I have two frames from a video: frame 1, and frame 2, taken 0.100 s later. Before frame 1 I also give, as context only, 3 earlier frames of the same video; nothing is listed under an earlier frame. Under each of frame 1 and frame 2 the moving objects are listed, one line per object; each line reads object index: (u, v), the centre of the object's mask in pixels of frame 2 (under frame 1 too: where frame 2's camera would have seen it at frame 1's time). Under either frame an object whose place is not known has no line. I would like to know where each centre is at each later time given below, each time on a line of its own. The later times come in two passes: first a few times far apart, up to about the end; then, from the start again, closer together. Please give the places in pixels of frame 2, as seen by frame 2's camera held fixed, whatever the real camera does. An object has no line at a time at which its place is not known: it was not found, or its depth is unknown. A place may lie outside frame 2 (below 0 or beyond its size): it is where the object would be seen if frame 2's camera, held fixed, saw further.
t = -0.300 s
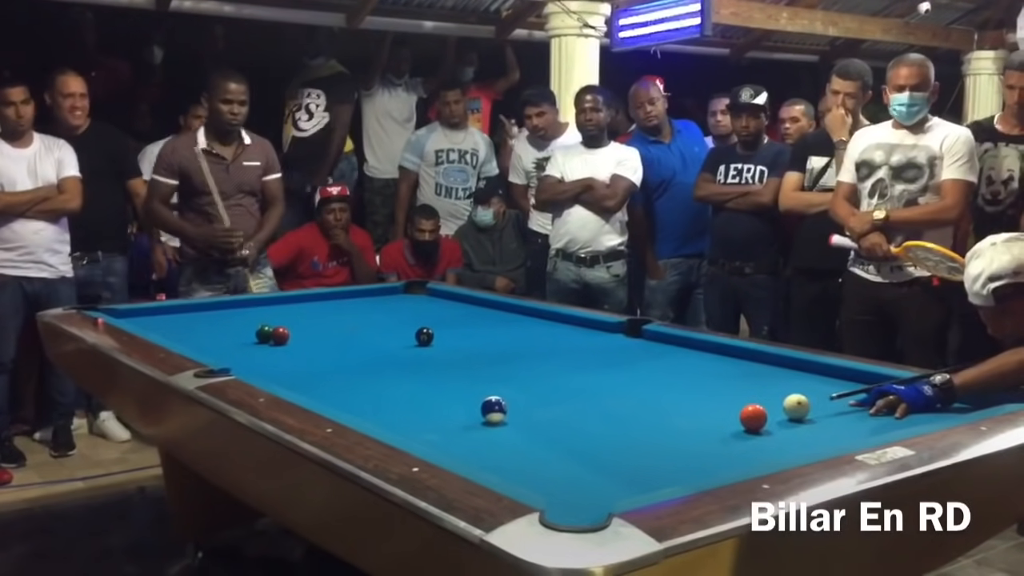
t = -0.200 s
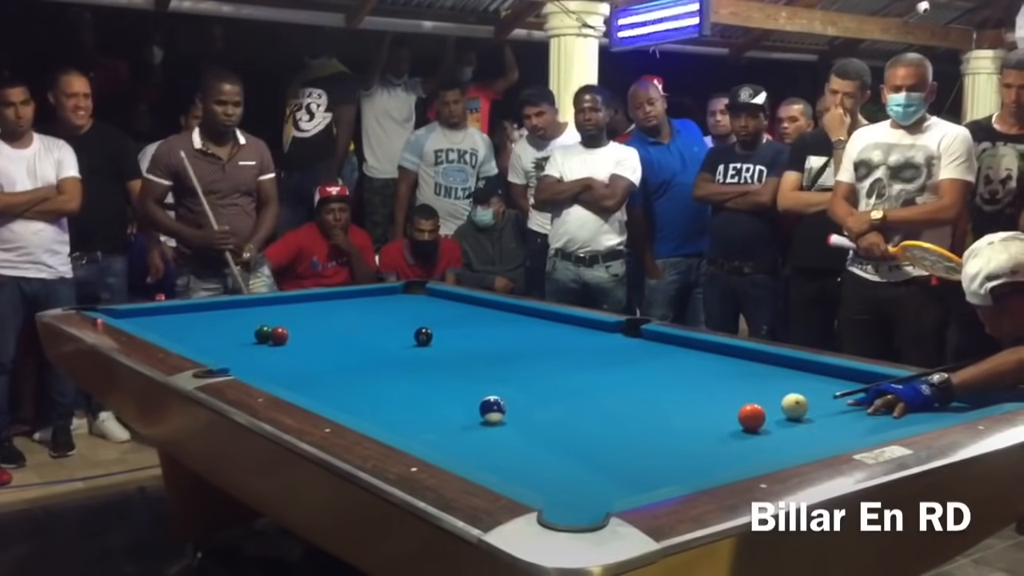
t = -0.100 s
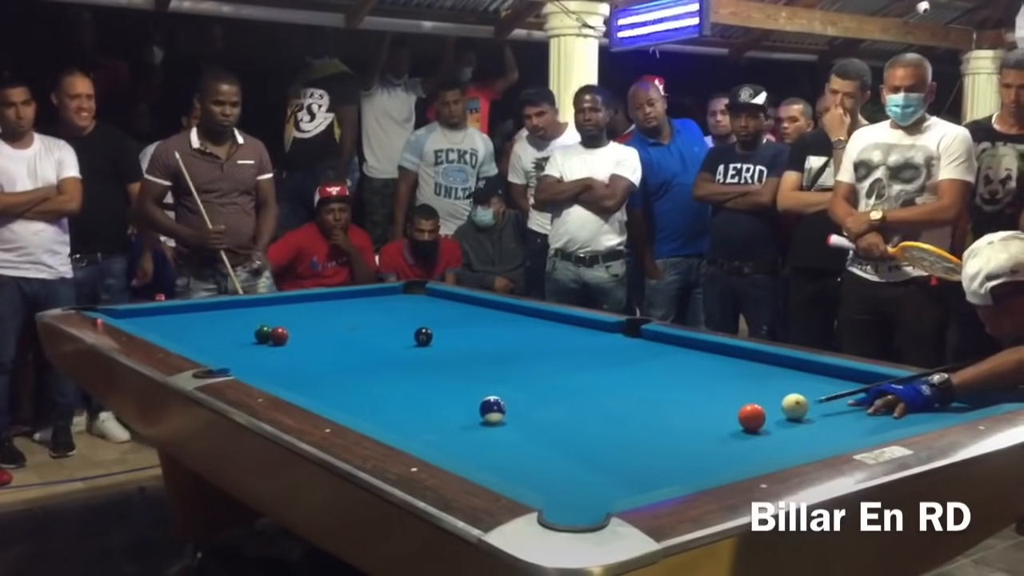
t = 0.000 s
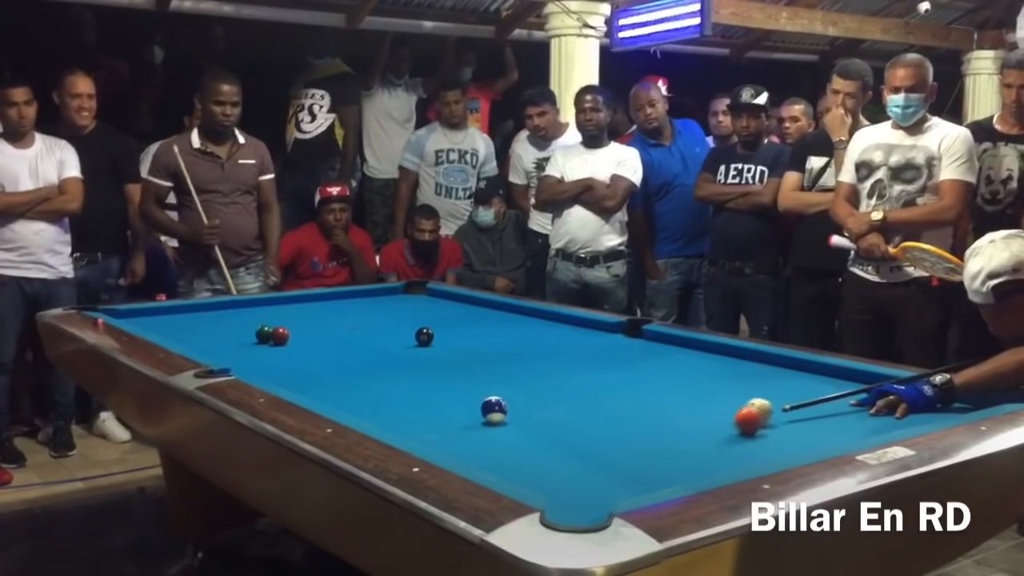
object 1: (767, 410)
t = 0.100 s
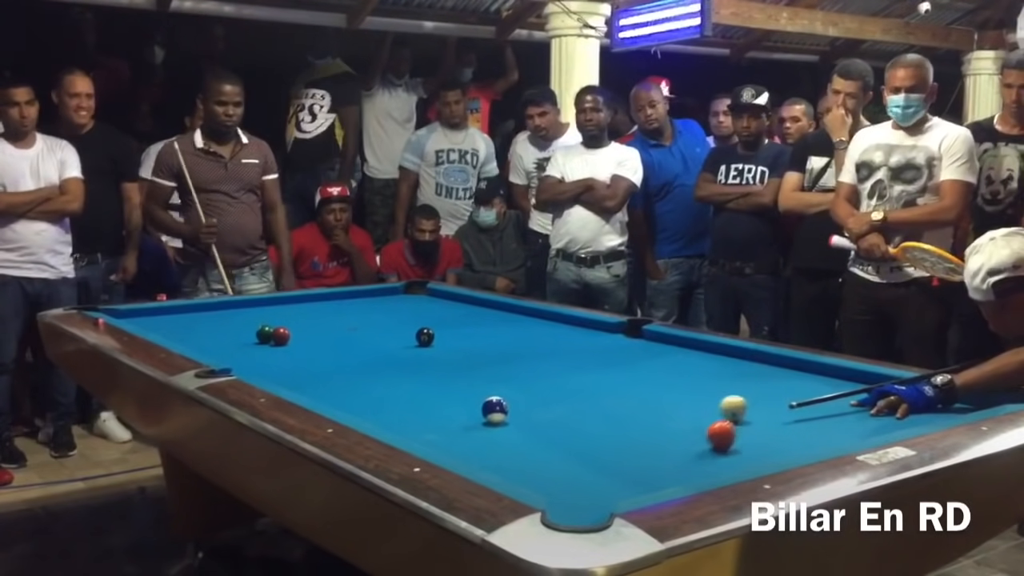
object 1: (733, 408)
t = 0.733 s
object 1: (600, 391)
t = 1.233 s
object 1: (513, 380)
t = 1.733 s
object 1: (443, 371)
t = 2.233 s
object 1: (388, 363)
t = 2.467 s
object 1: (361, 358)
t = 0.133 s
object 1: (726, 406)
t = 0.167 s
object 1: (720, 405)
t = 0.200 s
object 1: (715, 404)
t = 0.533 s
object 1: (644, 396)
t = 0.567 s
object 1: (635, 394)
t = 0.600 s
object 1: (627, 393)
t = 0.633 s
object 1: (618, 392)
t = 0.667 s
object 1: (612, 392)
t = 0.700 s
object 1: (606, 391)
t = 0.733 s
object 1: (600, 391)
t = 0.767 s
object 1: (596, 390)
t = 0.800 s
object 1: (592, 390)
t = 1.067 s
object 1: (546, 383)
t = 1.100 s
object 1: (538, 382)
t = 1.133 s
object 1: (530, 382)
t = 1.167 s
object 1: (524, 381)
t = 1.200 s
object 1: (518, 380)
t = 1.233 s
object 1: (513, 380)
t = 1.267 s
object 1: (508, 379)
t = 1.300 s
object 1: (506, 379)
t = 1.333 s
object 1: (504, 378)
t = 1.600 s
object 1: (465, 374)
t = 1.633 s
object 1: (459, 373)
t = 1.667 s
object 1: (453, 372)
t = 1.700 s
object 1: (447, 372)
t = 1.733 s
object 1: (443, 371)
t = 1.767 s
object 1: (439, 370)
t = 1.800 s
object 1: (436, 369)
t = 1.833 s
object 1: (433, 369)
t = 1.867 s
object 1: (431, 369)
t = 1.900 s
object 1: (428, 368)
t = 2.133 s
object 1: (402, 364)
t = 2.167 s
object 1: (397, 364)
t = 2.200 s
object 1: (391, 363)
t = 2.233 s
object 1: (388, 363)
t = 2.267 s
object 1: (383, 362)
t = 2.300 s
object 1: (379, 362)
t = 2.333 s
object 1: (376, 362)
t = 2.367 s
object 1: (374, 361)
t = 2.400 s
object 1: (372, 361)
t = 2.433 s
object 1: (366, 359)
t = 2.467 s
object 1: (361, 358)
